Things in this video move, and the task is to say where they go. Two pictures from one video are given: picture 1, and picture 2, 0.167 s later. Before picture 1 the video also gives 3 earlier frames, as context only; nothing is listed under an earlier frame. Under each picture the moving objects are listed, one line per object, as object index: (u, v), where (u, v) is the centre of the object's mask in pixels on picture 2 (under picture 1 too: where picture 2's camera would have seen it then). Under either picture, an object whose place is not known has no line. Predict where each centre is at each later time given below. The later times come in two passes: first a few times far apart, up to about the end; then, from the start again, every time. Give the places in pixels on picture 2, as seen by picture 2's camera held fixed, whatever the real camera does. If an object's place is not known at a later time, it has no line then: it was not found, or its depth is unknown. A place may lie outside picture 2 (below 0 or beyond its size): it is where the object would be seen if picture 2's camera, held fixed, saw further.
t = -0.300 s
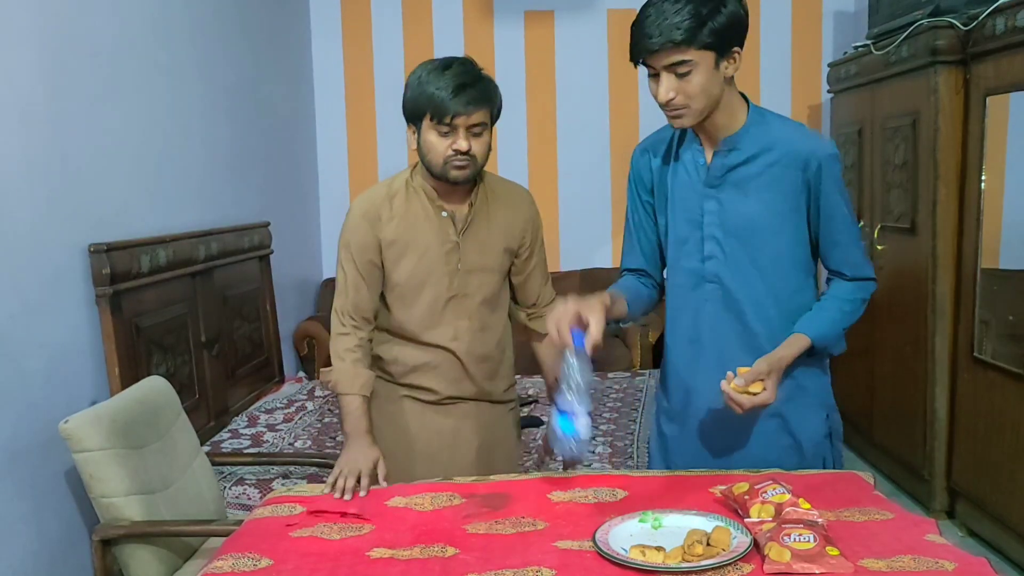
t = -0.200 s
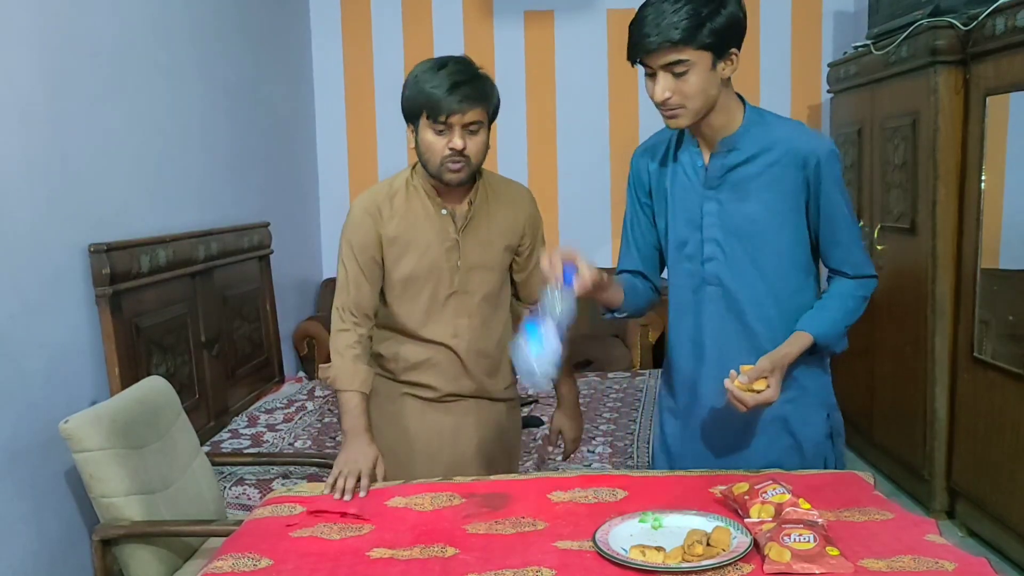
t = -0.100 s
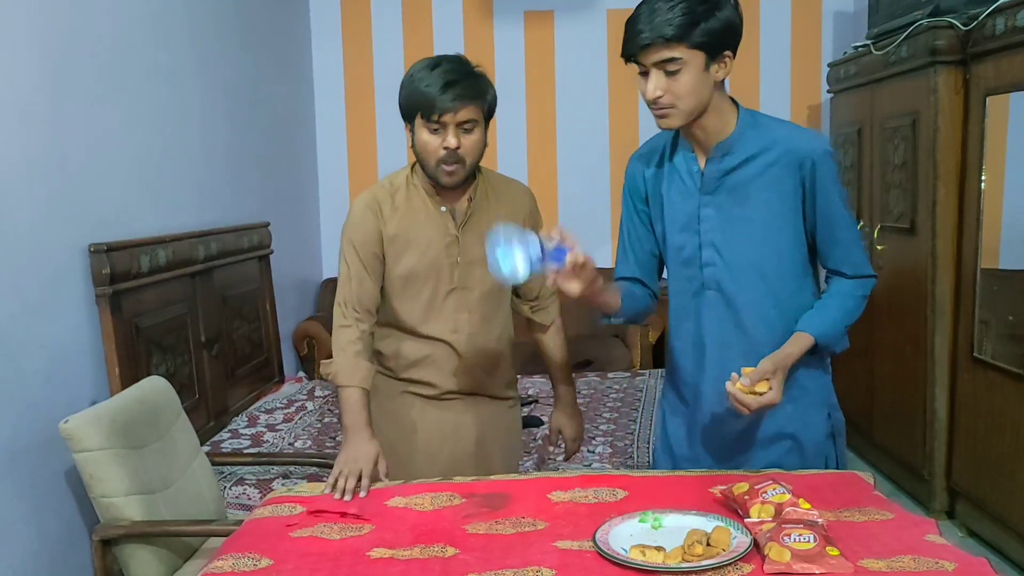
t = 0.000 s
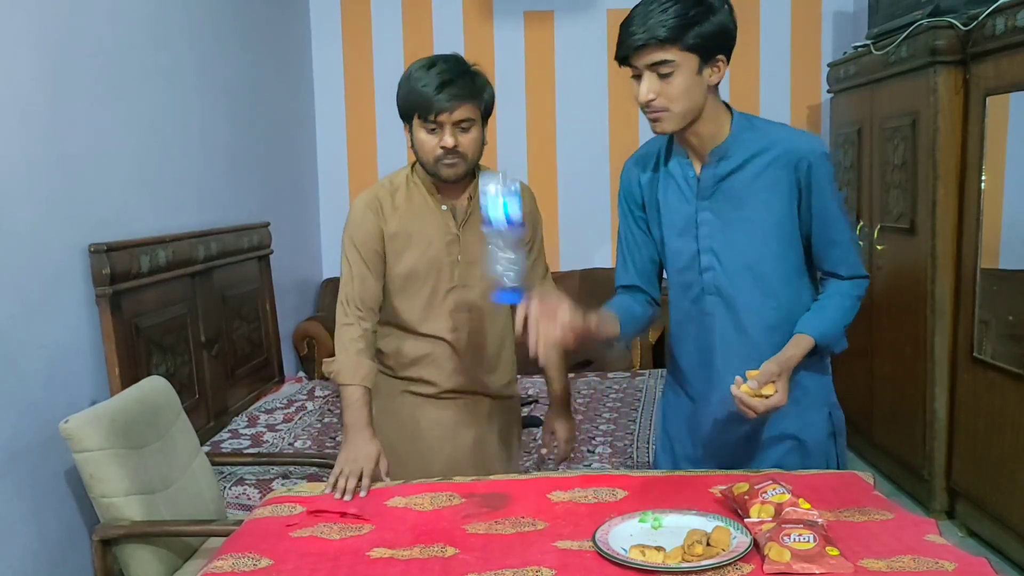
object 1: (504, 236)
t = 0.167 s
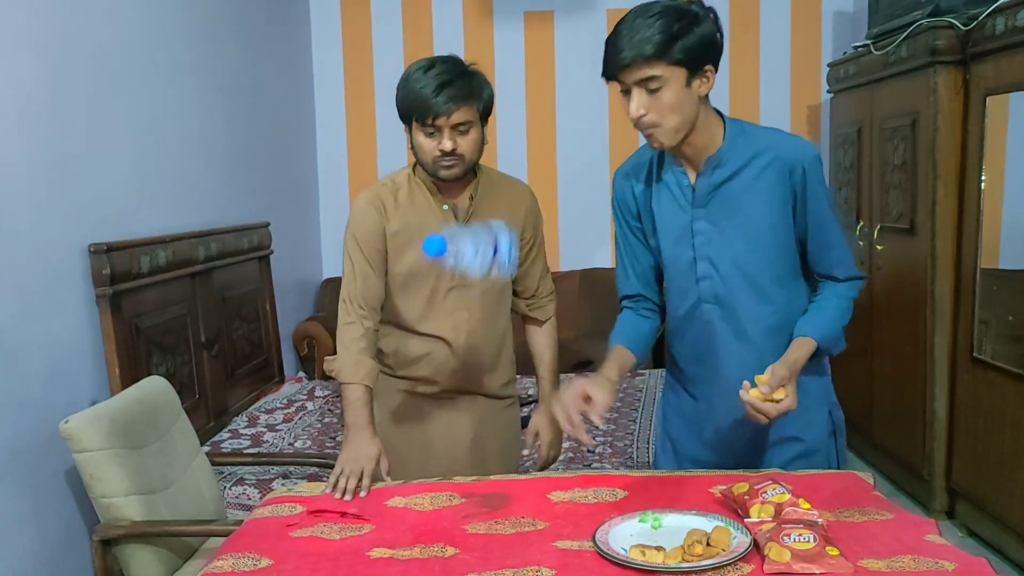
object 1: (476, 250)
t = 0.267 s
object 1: (468, 355)
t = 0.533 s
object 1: (431, 540)
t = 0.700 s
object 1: (426, 542)
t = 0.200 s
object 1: (474, 278)
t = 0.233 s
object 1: (471, 313)
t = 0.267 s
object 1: (468, 355)
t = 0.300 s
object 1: (467, 406)
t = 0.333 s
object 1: (465, 461)
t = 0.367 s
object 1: (459, 497)
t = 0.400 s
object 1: (450, 505)
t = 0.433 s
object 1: (441, 519)
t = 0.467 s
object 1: (437, 536)
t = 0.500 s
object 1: (436, 542)
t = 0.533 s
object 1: (431, 540)
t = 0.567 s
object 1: (429, 541)
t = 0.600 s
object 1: (428, 542)
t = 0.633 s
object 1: (427, 541)
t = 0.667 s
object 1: (426, 542)
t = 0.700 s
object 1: (426, 542)
